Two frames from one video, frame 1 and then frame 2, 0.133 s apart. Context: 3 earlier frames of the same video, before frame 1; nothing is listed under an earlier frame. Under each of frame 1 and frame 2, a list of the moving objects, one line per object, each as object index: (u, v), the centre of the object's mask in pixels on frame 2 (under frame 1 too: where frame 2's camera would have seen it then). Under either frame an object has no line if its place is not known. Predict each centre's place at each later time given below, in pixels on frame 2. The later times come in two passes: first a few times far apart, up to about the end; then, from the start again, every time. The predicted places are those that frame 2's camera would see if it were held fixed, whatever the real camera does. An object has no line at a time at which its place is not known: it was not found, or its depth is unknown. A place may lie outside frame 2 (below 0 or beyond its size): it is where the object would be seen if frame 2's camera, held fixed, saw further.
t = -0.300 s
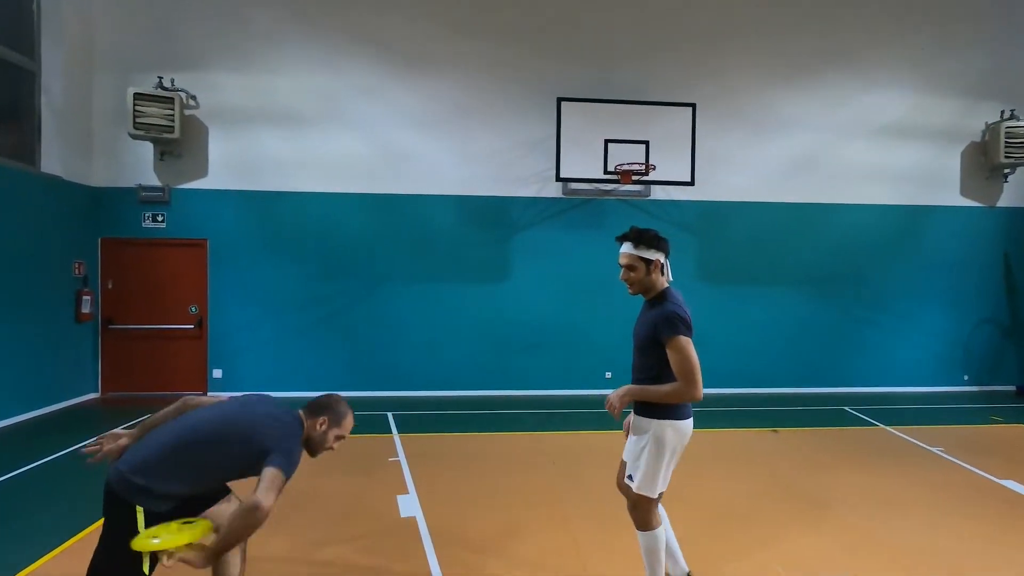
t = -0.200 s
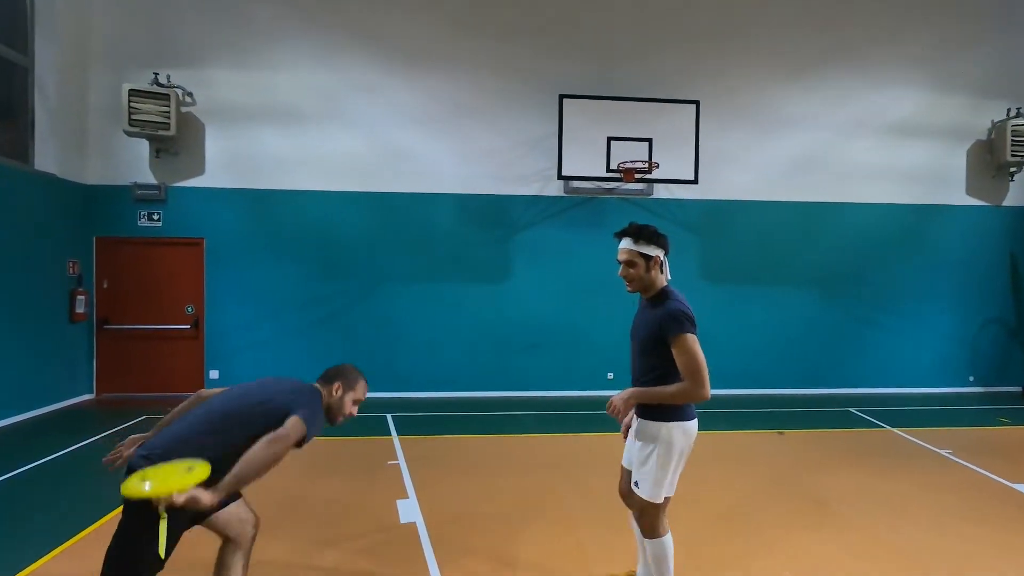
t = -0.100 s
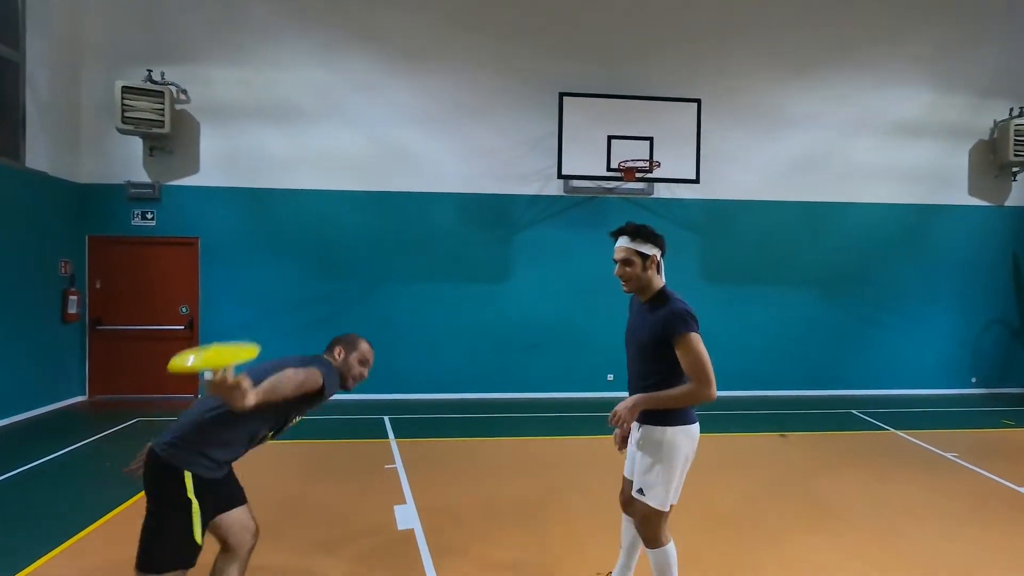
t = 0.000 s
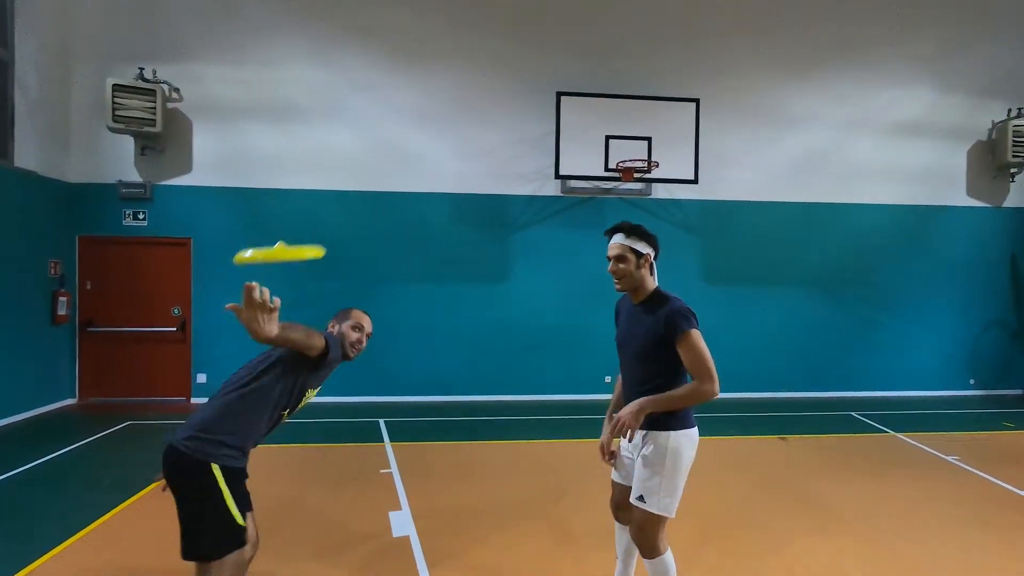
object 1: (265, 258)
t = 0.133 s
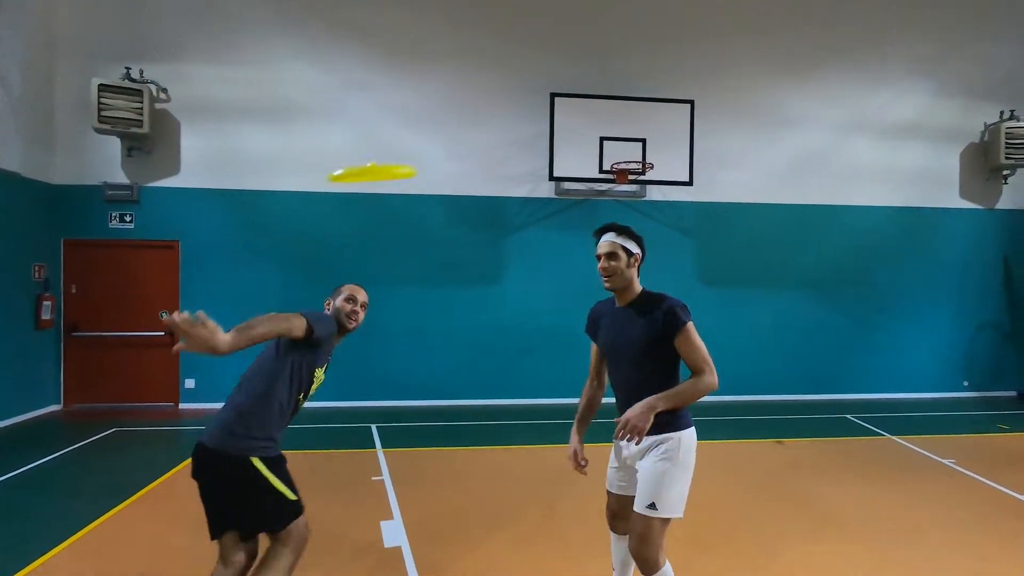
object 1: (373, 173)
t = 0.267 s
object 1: (472, 150)
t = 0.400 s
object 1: (569, 183)
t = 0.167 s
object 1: (397, 162)
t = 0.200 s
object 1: (424, 155)
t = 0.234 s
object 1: (448, 151)
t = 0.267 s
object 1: (472, 150)
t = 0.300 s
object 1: (497, 153)
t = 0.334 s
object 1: (521, 160)
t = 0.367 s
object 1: (545, 170)
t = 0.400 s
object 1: (569, 183)
